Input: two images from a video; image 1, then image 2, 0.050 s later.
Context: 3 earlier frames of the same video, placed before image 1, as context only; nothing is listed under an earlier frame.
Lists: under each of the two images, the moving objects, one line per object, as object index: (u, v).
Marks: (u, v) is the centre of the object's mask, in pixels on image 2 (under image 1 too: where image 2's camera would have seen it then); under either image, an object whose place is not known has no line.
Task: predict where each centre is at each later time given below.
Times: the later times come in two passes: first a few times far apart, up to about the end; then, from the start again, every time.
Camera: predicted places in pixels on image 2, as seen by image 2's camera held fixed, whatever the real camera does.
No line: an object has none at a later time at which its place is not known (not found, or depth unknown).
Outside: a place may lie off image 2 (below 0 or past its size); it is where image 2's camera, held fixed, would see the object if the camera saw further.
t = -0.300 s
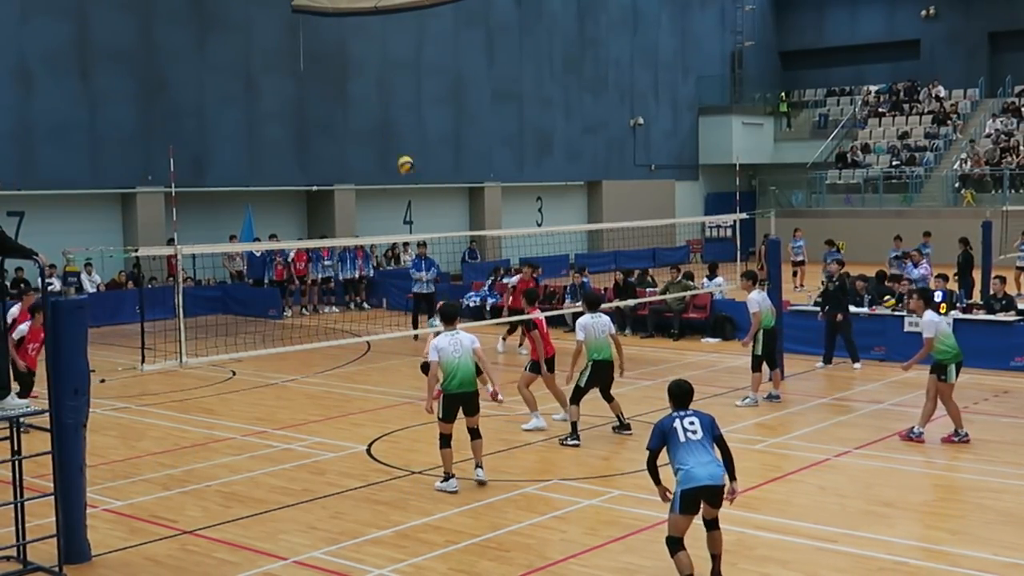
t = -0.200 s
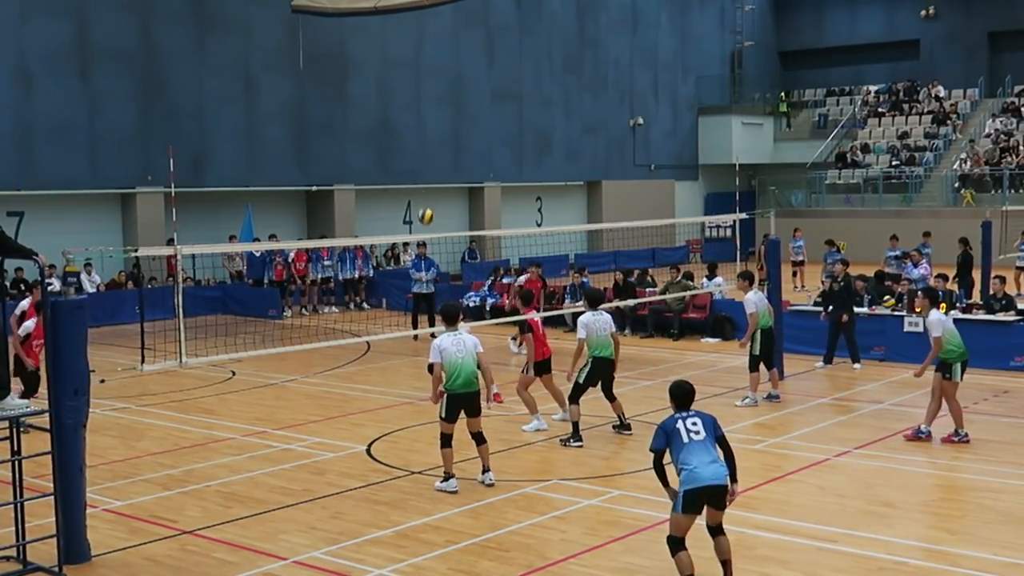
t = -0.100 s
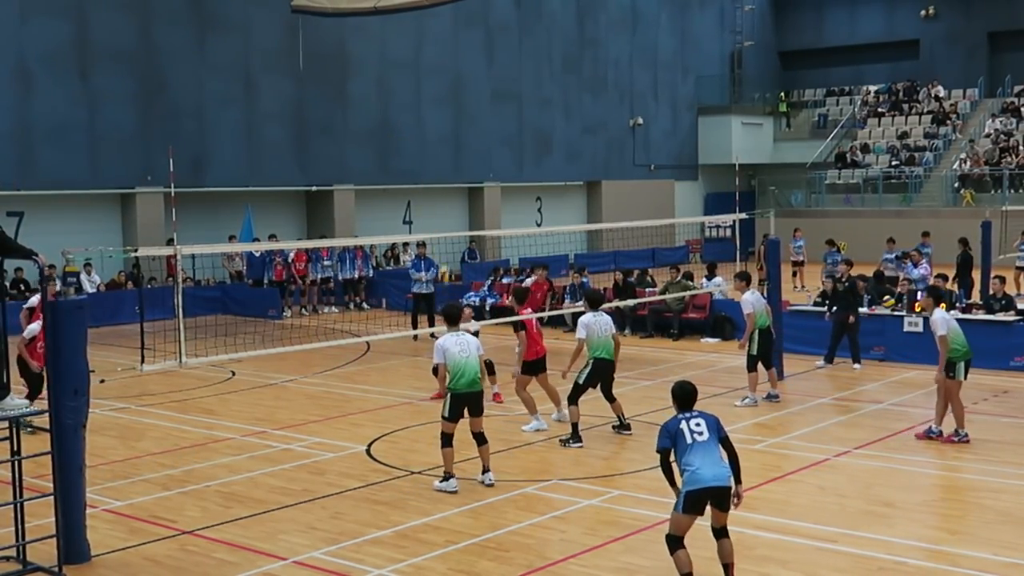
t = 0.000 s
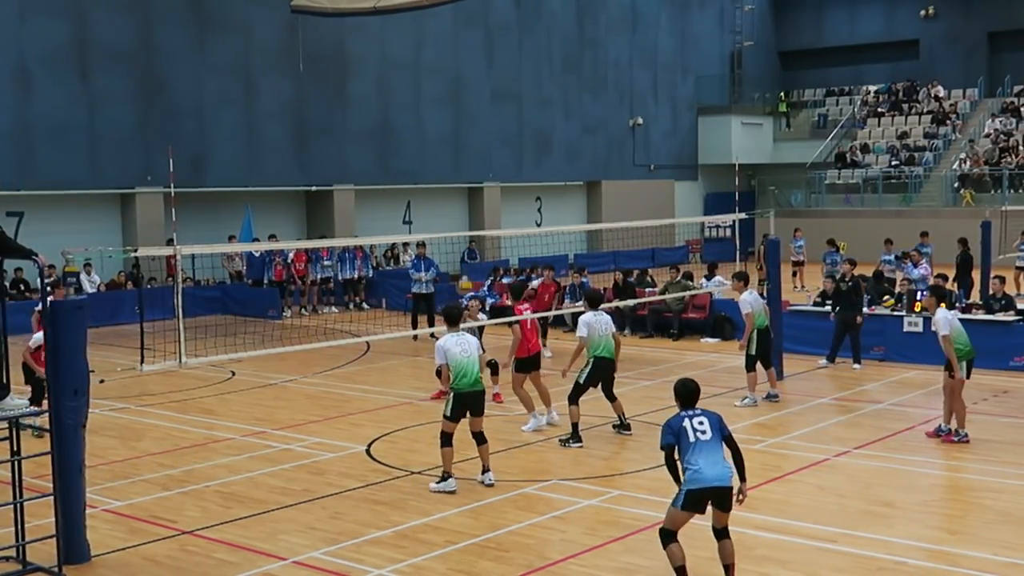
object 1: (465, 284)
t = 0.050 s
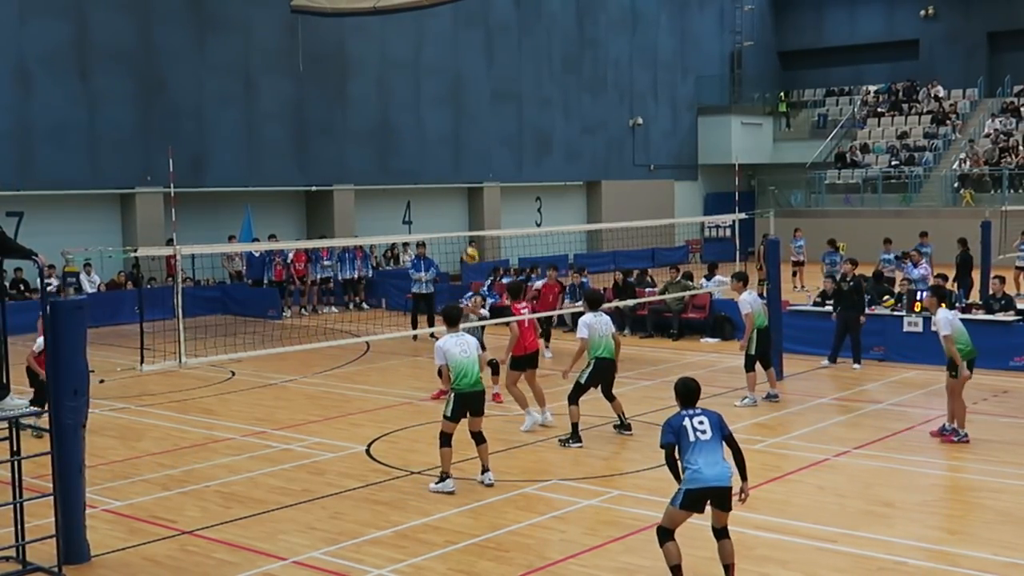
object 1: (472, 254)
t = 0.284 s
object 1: (502, 141)
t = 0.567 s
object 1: (537, 65)
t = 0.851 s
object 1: (573, 49)
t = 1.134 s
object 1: (606, 92)
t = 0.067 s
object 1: (473, 245)
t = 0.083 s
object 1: (475, 236)
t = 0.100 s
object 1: (477, 225)
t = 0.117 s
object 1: (480, 218)
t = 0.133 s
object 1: (482, 209)
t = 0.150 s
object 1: (484, 200)
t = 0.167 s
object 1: (486, 192)
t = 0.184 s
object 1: (489, 183)
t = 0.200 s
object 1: (491, 176)
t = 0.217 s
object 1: (493, 169)
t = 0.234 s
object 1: (495, 162)
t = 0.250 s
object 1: (497, 155)
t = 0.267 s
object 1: (500, 148)
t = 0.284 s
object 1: (502, 141)
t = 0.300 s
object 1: (504, 135)
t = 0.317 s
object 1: (506, 128)
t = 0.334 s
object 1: (508, 123)
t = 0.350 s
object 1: (510, 117)
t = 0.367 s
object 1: (512, 112)
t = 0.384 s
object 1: (515, 107)
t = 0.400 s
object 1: (516, 102)
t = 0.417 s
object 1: (519, 97)
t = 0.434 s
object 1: (521, 93)
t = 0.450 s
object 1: (523, 89)
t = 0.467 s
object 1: (525, 85)
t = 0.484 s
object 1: (527, 81)
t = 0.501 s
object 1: (529, 78)
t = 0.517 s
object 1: (531, 74)
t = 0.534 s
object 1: (533, 71)
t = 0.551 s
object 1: (535, 68)
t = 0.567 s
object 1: (537, 65)
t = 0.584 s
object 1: (539, 62)
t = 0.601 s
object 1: (542, 60)
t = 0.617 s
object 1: (544, 58)
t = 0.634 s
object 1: (546, 56)
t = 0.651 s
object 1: (548, 54)
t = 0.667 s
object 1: (550, 53)
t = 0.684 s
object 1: (552, 51)
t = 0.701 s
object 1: (554, 50)
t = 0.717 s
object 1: (556, 49)
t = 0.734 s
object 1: (558, 49)
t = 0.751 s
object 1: (560, 48)
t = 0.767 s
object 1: (562, 48)
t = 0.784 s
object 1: (564, 48)
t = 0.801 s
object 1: (566, 48)
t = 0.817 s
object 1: (569, 48)
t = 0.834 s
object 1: (570, 49)
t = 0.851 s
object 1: (573, 49)
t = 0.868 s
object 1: (574, 50)
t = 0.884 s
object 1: (576, 51)
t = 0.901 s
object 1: (579, 53)
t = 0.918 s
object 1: (581, 55)
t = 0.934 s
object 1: (582, 57)
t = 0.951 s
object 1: (585, 59)
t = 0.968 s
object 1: (587, 61)
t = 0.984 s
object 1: (588, 64)
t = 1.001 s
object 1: (590, 66)
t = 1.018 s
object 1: (592, 68)
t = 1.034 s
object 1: (594, 71)
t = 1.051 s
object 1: (596, 75)
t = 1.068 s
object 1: (598, 77)
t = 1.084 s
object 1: (600, 81)
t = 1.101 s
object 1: (602, 85)
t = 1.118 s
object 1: (604, 89)
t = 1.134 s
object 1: (606, 92)
